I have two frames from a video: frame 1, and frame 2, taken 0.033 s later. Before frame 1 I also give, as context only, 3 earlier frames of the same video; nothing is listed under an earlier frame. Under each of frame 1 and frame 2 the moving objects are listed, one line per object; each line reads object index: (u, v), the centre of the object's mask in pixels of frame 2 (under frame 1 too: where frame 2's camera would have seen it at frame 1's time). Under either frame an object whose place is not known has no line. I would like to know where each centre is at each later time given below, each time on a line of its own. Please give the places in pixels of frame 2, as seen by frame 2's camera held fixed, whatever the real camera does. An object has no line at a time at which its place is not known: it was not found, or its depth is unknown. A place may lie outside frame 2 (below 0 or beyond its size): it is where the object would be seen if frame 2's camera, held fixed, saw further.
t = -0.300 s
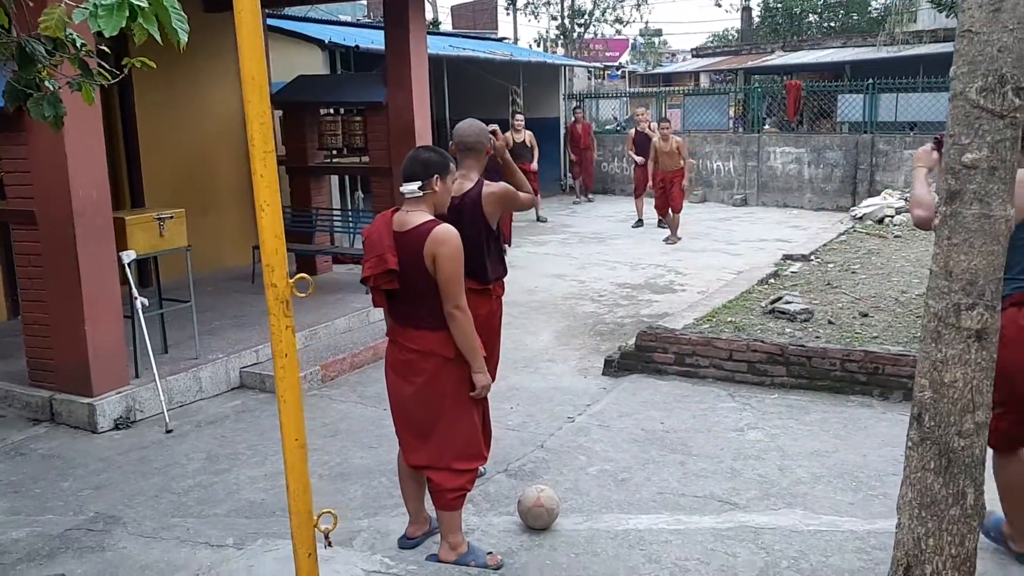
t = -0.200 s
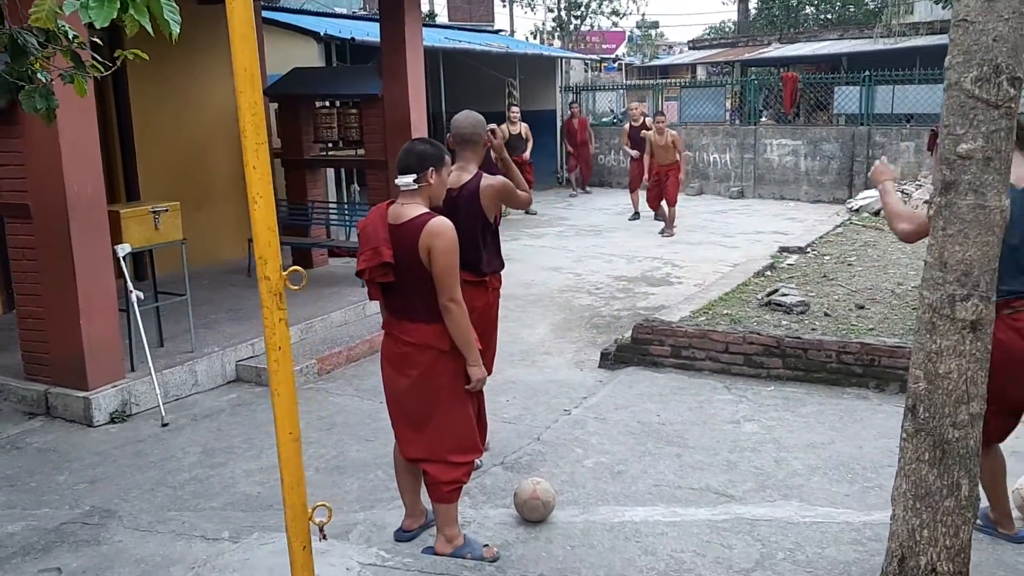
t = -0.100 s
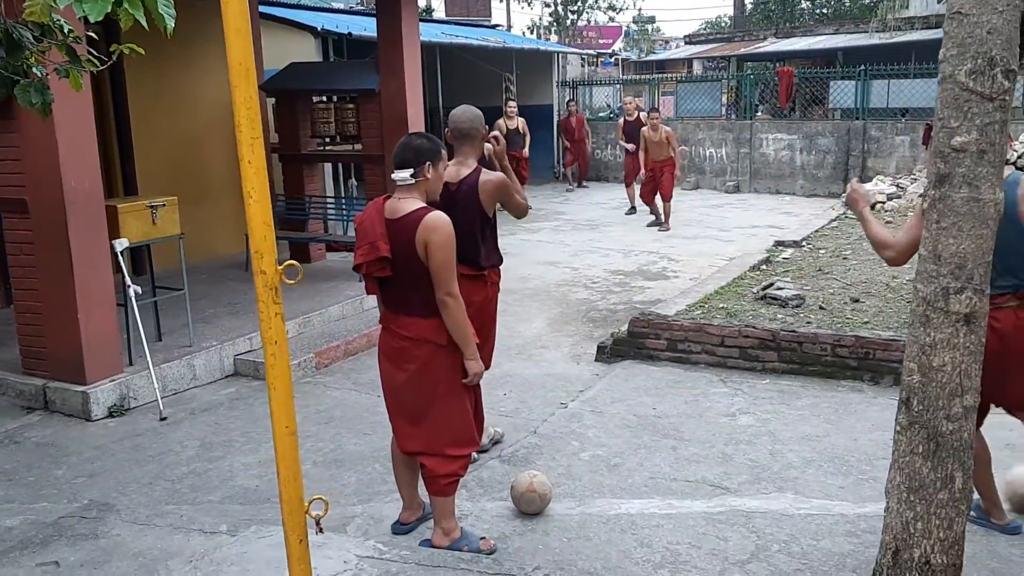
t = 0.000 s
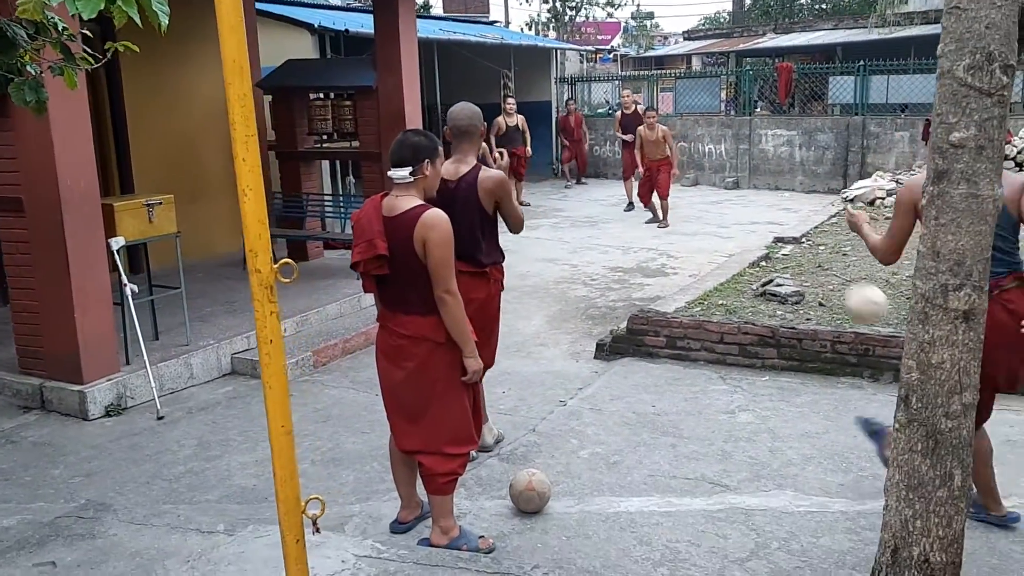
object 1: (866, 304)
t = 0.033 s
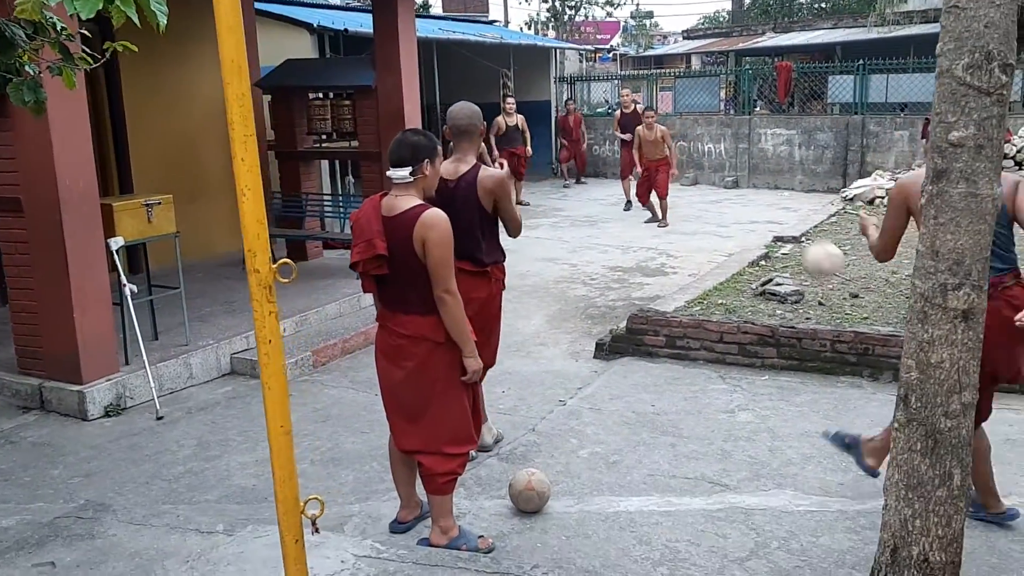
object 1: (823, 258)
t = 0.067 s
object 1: (787, 226)
